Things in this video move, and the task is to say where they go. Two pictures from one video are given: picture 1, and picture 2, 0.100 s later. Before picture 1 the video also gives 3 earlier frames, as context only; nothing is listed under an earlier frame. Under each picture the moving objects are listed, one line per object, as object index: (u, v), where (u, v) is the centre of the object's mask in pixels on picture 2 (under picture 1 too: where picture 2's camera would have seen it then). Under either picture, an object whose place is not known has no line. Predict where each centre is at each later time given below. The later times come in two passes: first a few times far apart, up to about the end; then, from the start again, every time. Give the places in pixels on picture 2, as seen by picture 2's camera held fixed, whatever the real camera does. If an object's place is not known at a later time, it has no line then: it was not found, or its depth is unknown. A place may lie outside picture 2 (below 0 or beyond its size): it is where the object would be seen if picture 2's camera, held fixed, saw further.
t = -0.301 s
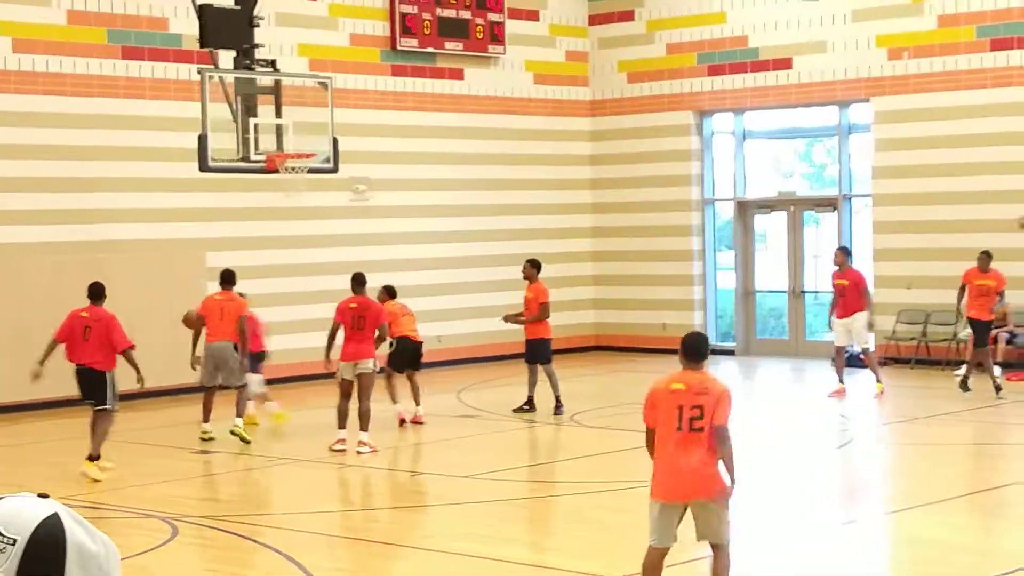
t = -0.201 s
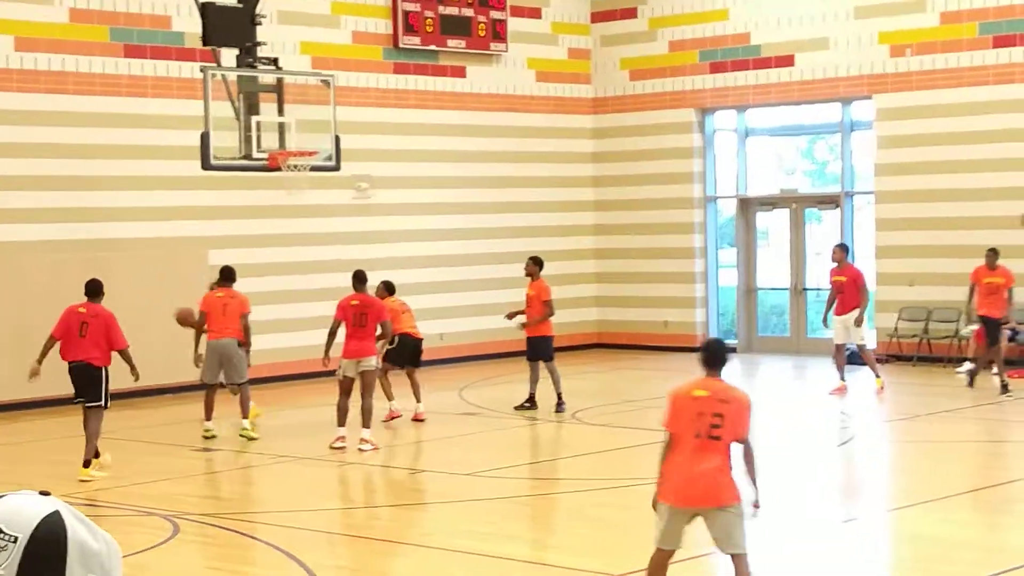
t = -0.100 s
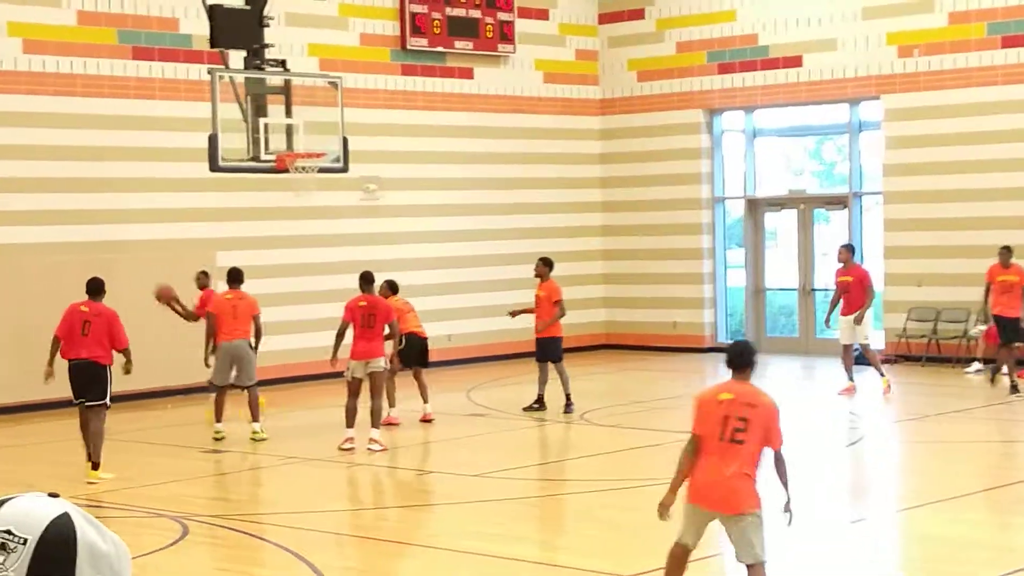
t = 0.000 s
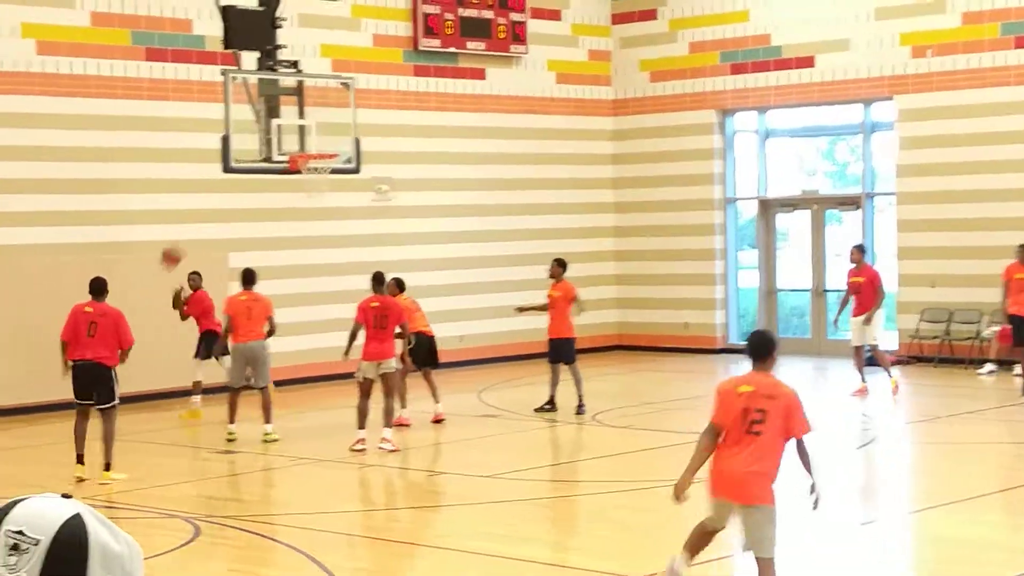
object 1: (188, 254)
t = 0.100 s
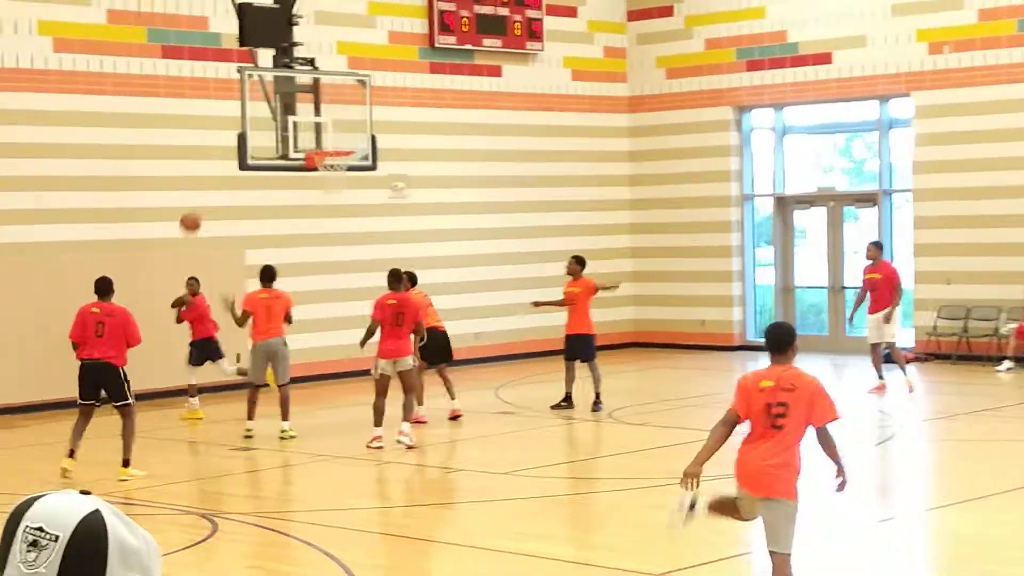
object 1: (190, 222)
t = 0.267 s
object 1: (196, 187)
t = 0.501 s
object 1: (205, 179)
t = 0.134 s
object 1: (192, 213)
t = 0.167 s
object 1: (192, 206)
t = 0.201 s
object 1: (194, 199)
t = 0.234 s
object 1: (195, 192)
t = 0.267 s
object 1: (196, 187)
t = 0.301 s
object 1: (197, 183)
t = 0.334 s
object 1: (198, 179)
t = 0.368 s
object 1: (199, 177)
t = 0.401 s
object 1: (201, 176)
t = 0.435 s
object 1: (202, 176)
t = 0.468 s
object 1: (203, 177)
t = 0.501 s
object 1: (205, 179)
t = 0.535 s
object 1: (206, 182)
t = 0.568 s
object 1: (208, 186)
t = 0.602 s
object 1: (209, 191)
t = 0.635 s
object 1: (211, 198)
